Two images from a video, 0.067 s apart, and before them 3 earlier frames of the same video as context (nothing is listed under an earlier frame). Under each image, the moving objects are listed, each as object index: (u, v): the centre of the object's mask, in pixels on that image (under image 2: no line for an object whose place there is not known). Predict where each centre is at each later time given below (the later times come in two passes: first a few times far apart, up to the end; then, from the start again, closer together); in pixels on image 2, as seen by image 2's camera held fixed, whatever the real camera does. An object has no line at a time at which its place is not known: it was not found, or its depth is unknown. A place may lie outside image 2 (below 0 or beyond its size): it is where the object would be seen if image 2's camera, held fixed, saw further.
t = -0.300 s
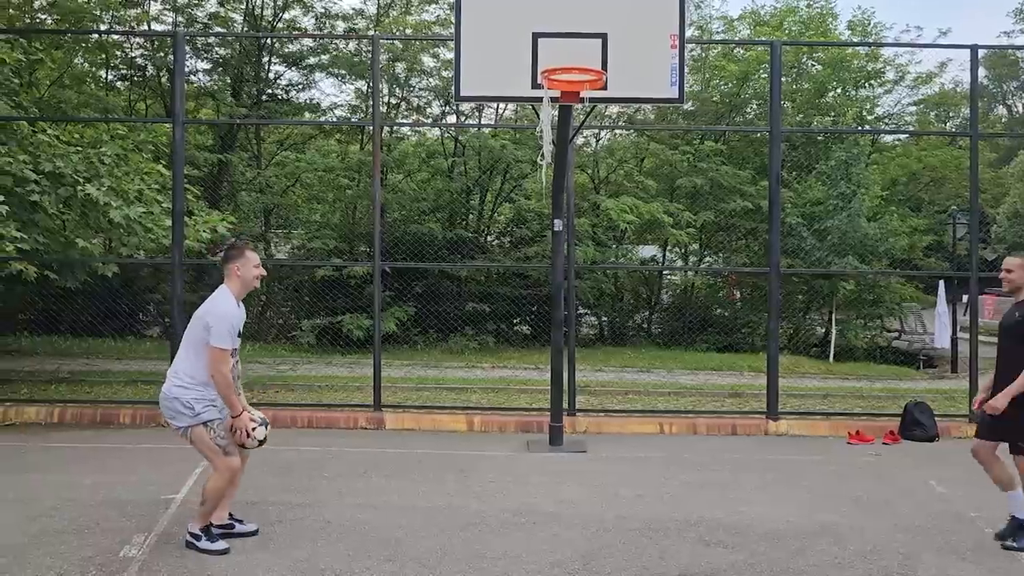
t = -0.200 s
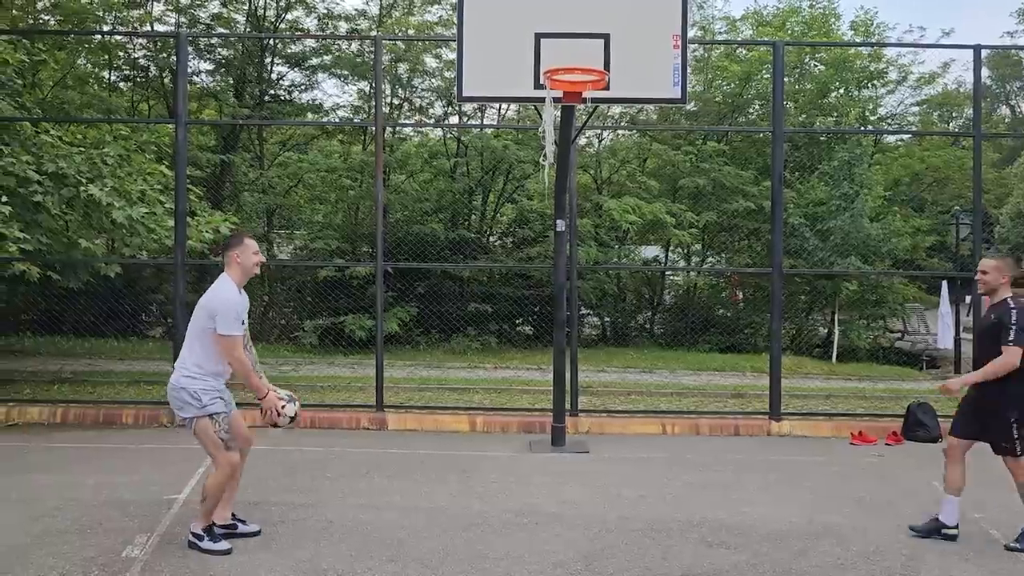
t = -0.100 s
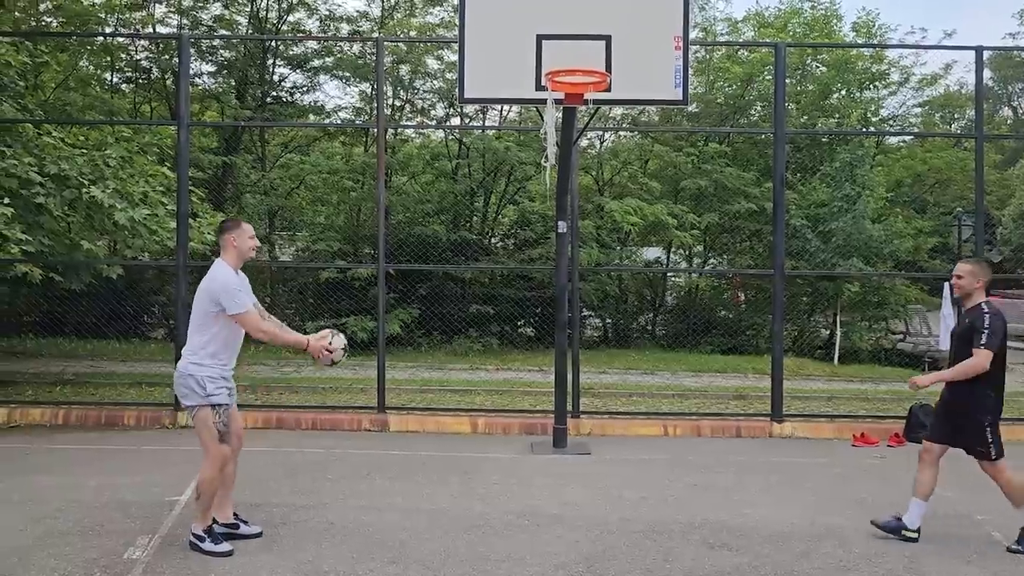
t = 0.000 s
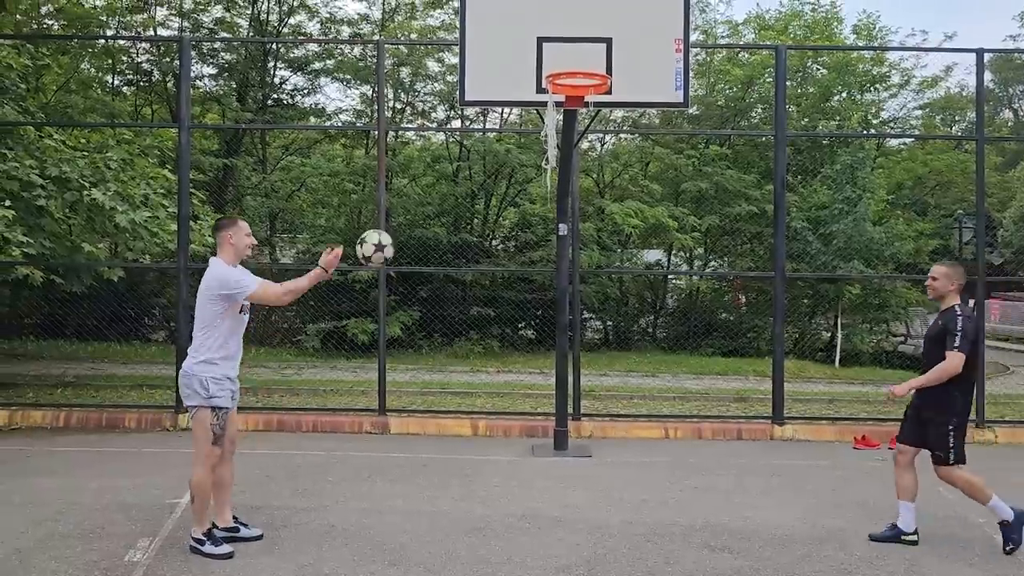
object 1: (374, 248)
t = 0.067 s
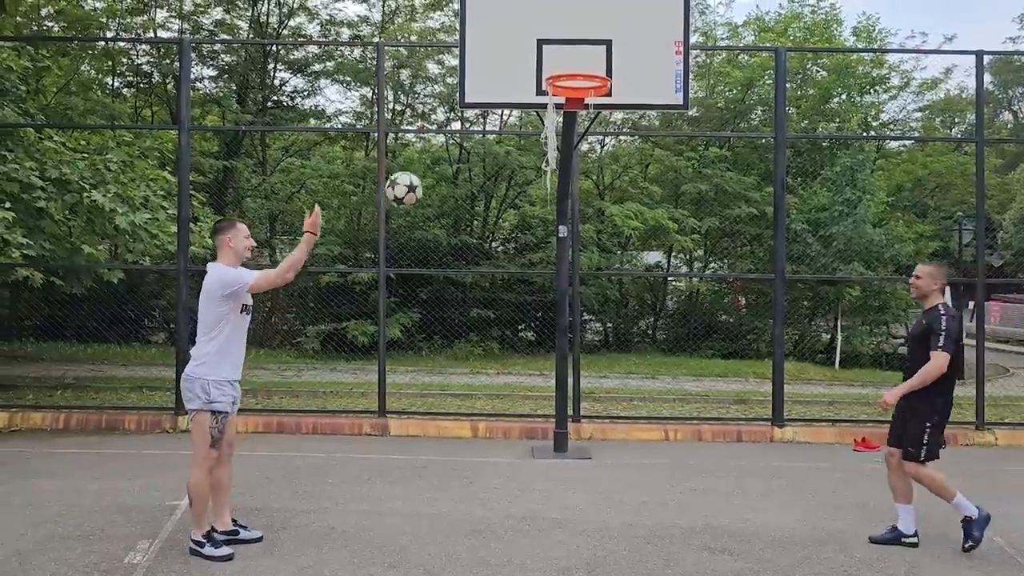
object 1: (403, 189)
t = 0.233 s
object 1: (471, 77)
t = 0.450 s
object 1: (554, 4)
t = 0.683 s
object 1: (638, 8)
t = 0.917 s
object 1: (716, 94)
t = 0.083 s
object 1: (411, 175)
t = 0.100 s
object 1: (418, 162)
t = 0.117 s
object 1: (424, 150)
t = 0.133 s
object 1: (431, 137)
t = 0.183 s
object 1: (453, 105)
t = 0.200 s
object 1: (457, 95)
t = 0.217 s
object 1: (466, 85)
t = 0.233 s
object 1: (471, 77)
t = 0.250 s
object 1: (478, 69)
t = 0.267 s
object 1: (485, 61)
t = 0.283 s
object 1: (491, 53)
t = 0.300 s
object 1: (498, 45)
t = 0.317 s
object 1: (504, 40)
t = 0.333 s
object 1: (511, 32)
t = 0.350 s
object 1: (517, 27)
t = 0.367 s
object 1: (523, 21)
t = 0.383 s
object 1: (529, 16)
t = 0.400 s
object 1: (536, 12)
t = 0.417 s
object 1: (542, 8)
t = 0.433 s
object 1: (548, 6)
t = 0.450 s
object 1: (554, 4)
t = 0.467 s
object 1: (561, 2)
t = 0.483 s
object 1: (567, 1)
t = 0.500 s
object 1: (573, 0)
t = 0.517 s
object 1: (579, 0)
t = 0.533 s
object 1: (585, 0)
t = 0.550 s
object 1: (591, -1)
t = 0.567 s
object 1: (597, -1)
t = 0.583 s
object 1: (603, 0)
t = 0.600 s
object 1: (609, 0)
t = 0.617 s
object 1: (615, 1)
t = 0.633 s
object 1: (621, 1)
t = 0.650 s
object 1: (627, 3)
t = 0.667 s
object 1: (632, 5)
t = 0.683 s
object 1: (638, 8)
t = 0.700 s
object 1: (644, 11)
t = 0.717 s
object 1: (650, 15)
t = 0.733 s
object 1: (656, 20)
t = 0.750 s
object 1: (661, 25)
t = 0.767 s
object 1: (666, 30)
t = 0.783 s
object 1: (673, 36)
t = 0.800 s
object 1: (678, 42)
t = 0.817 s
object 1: (684, 48)
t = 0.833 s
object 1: (690, 55)
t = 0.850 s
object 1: (694, 61)
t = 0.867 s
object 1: (700, 68)
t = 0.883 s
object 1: (705, 77)
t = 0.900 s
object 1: (711, 86)
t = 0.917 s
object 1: (716, 94)
